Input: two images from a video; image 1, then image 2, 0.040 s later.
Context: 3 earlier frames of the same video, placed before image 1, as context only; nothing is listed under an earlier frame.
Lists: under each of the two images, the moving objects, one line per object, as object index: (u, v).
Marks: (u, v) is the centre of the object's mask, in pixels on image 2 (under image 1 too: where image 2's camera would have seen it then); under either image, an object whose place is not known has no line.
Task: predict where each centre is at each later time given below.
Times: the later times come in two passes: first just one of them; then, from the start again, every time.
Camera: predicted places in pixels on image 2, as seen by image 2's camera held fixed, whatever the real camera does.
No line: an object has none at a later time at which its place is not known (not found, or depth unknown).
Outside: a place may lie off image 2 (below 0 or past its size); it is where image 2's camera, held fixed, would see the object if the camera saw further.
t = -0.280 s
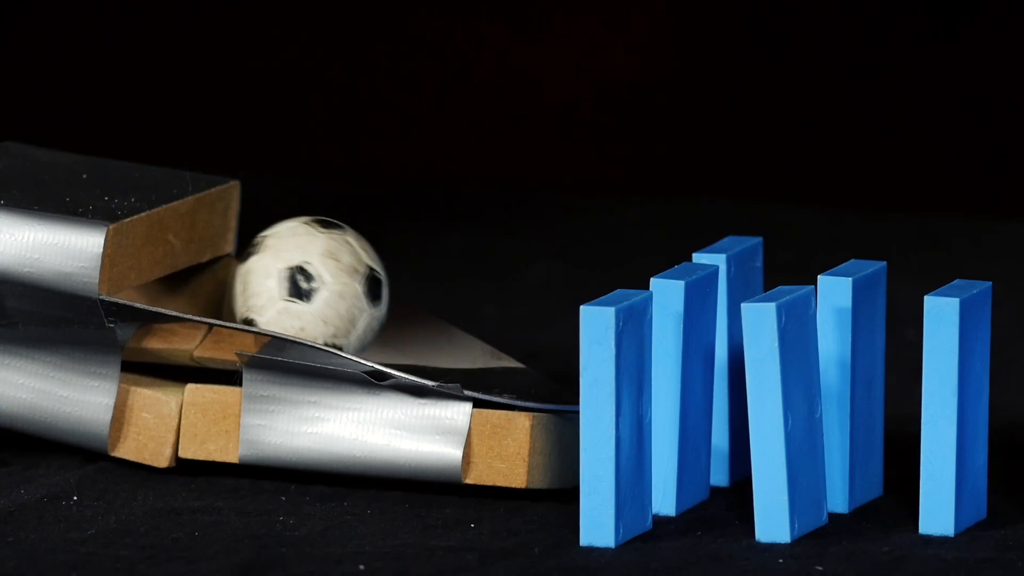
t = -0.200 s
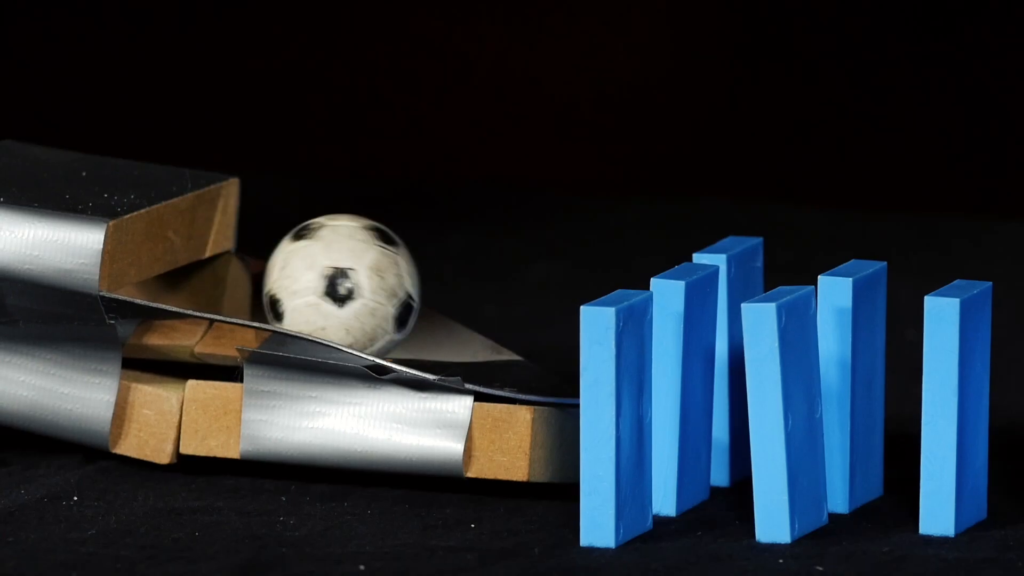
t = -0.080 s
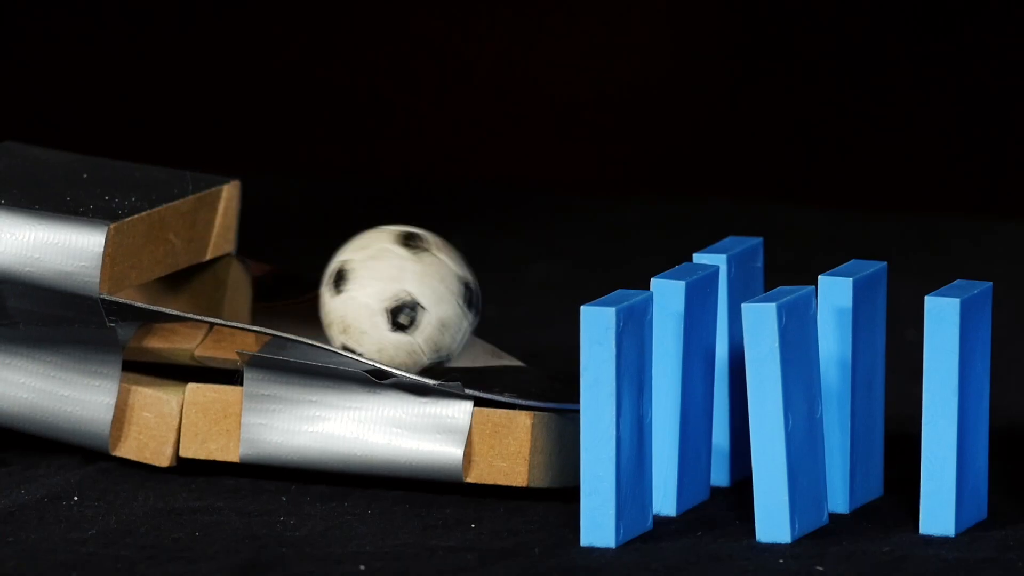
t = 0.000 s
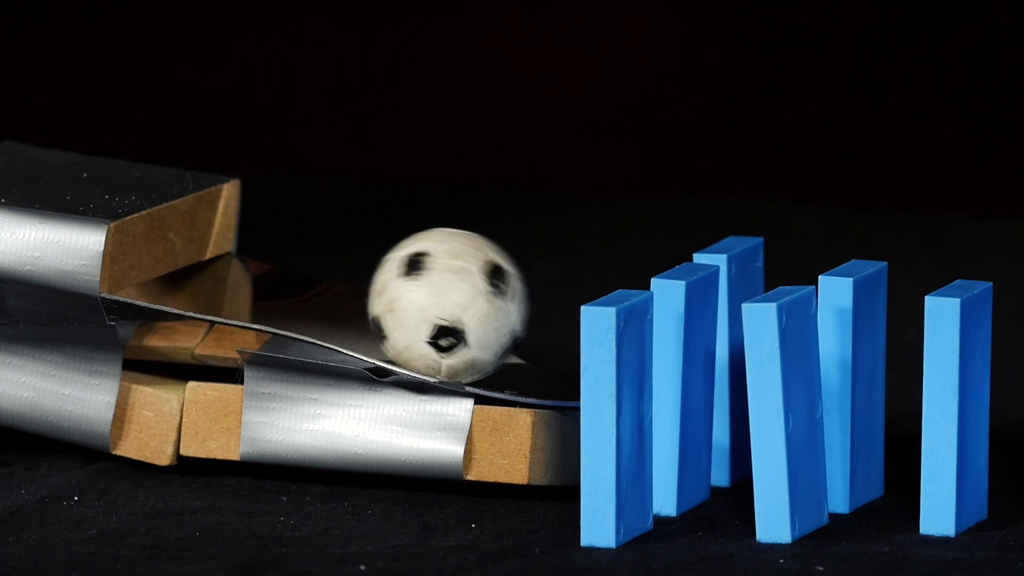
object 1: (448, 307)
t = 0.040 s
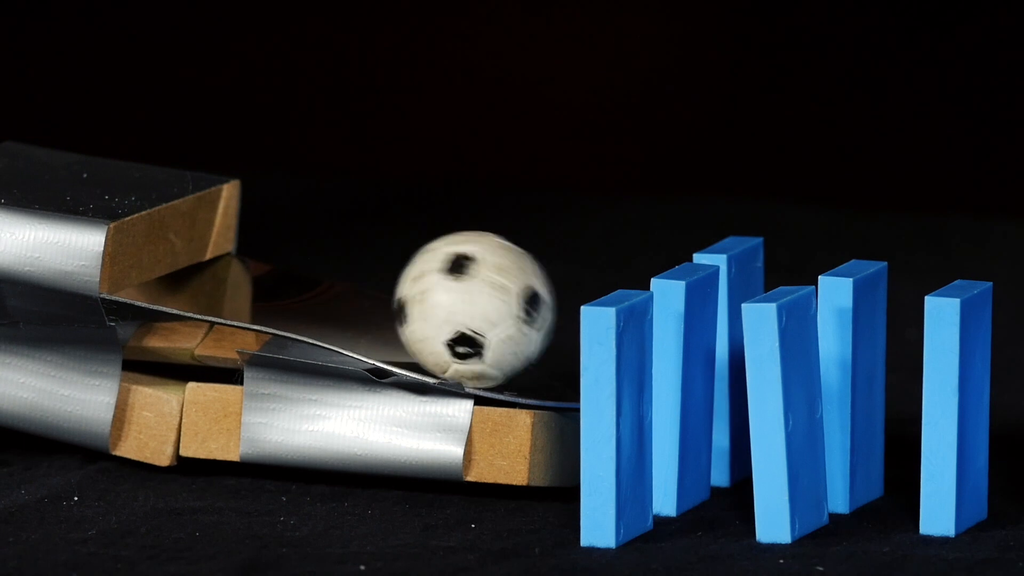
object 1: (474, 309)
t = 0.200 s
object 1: (580, 308)
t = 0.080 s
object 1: (502, 311)
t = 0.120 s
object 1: (525, 313)
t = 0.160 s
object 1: (548, 312)
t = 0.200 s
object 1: (580, 308)
